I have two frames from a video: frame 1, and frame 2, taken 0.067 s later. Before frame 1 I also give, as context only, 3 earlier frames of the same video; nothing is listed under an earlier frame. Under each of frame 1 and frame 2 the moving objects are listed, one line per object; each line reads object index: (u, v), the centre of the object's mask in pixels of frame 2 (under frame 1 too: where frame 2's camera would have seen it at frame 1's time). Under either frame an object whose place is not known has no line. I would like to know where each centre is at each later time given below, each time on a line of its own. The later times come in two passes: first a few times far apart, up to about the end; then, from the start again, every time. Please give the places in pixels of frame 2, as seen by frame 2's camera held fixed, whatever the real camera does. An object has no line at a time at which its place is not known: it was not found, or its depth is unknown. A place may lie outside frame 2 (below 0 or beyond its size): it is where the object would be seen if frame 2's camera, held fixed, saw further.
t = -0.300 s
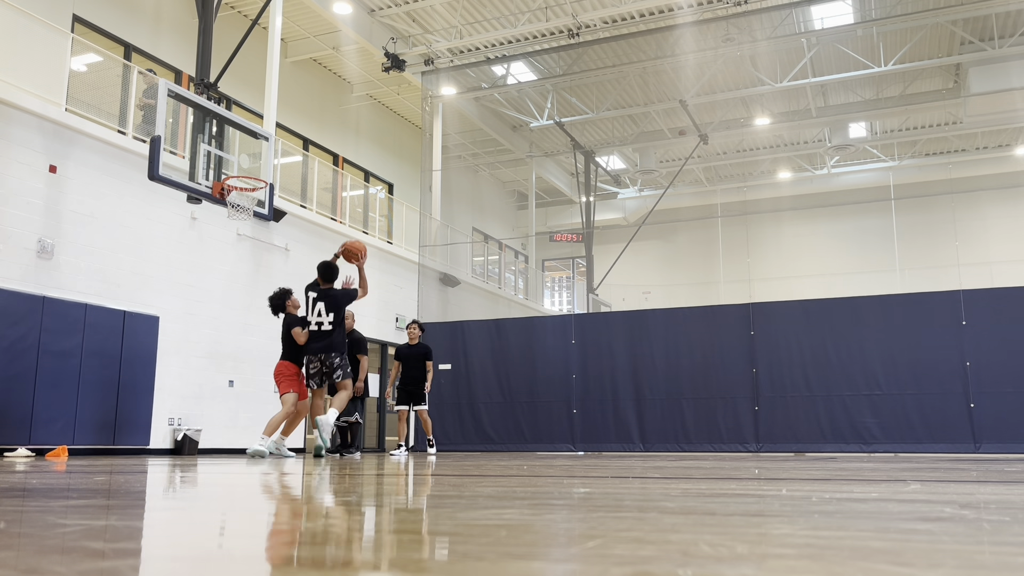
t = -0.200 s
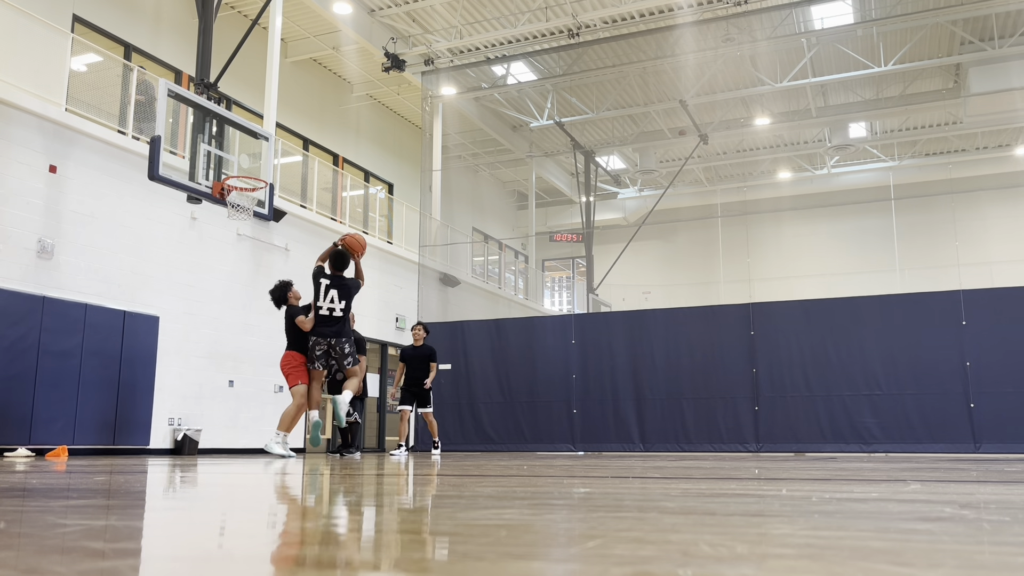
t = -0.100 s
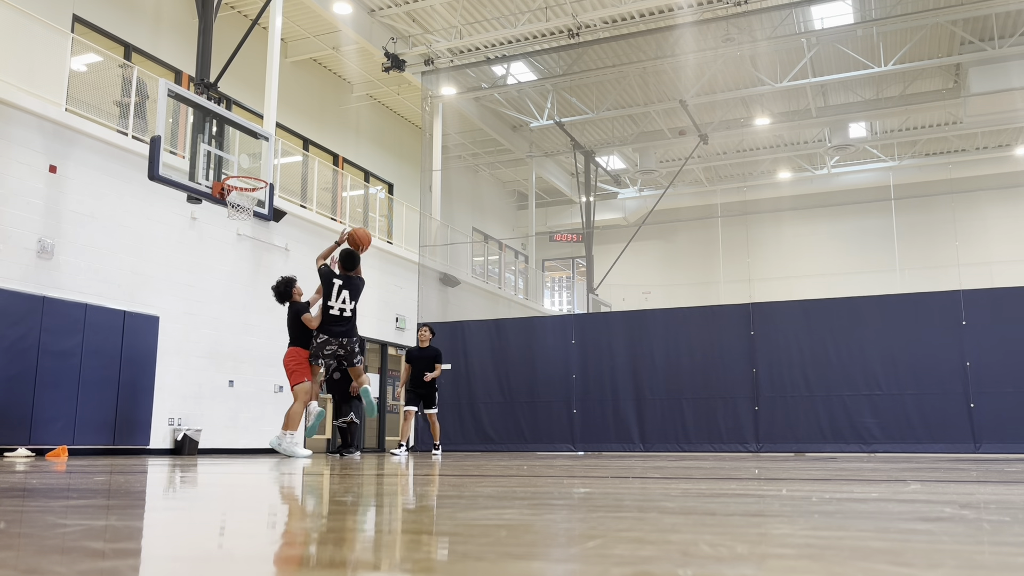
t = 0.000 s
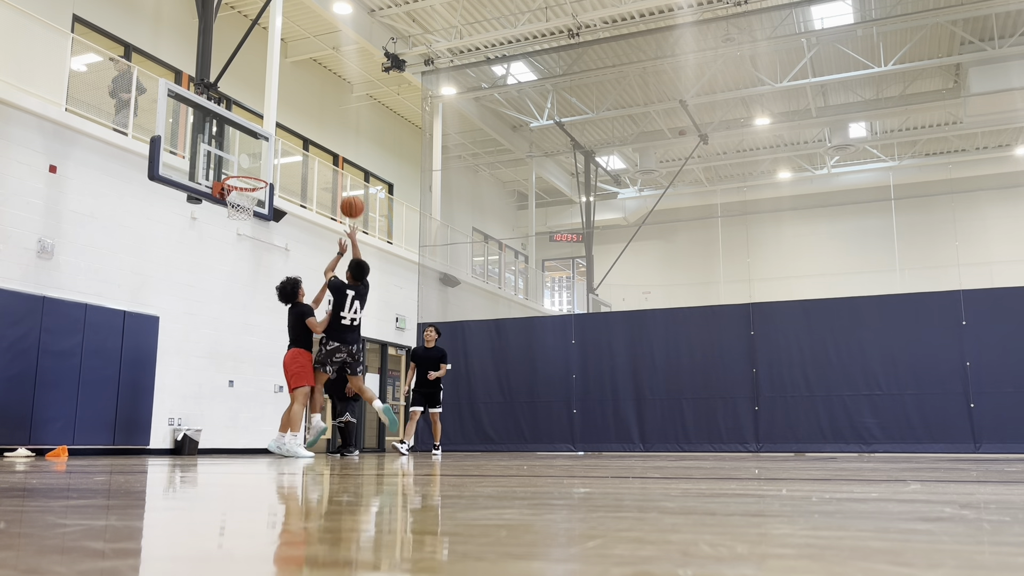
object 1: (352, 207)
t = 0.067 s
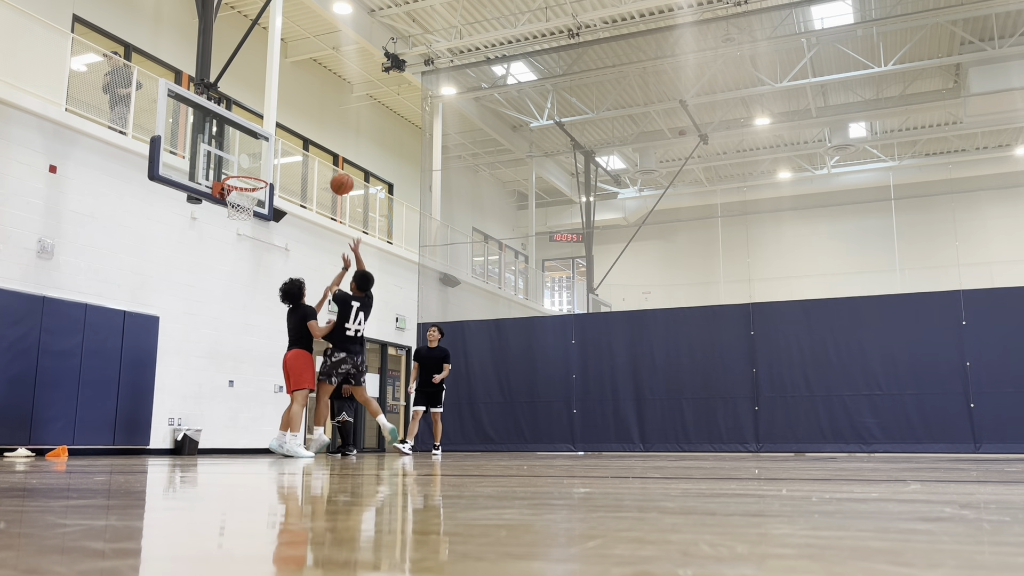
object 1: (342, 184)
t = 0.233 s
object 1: (318, 148)
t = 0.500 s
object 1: (281, 144)
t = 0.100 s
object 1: (337, 174)
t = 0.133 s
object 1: (332, 166)
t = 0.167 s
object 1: (327, 159)
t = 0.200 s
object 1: (322, 153)
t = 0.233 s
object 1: (318, 148)
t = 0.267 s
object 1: (313, 144)
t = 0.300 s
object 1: (308, 141)
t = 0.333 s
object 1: (303, 139)
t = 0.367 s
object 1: (299, 138)
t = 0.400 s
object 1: (294, 138)
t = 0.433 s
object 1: (289, 139)
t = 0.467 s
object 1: (285, 141)
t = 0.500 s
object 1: (281, 144)
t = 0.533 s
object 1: (276, 147)
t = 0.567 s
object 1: (272, 152)
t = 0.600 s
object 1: (267, 157)
